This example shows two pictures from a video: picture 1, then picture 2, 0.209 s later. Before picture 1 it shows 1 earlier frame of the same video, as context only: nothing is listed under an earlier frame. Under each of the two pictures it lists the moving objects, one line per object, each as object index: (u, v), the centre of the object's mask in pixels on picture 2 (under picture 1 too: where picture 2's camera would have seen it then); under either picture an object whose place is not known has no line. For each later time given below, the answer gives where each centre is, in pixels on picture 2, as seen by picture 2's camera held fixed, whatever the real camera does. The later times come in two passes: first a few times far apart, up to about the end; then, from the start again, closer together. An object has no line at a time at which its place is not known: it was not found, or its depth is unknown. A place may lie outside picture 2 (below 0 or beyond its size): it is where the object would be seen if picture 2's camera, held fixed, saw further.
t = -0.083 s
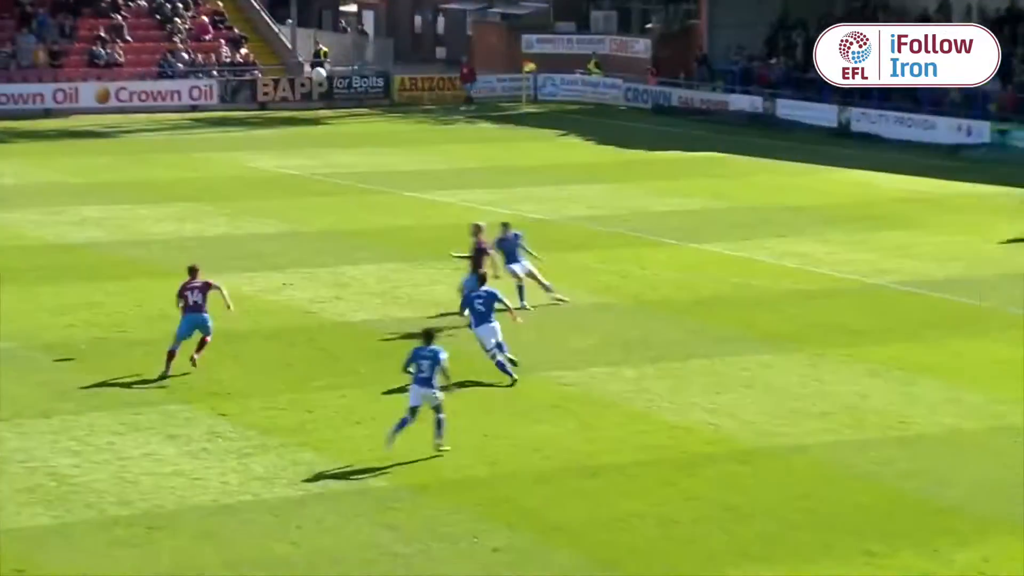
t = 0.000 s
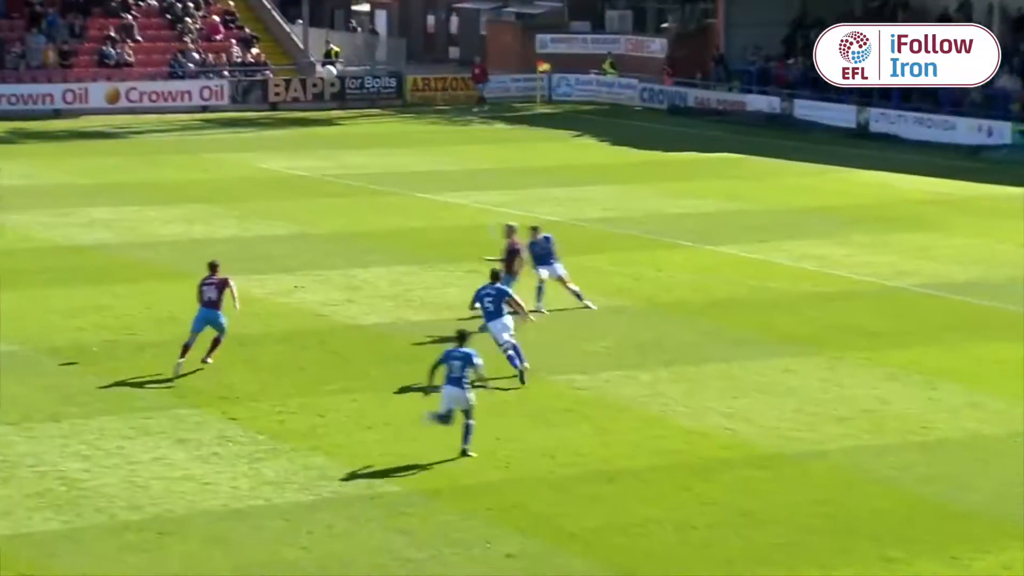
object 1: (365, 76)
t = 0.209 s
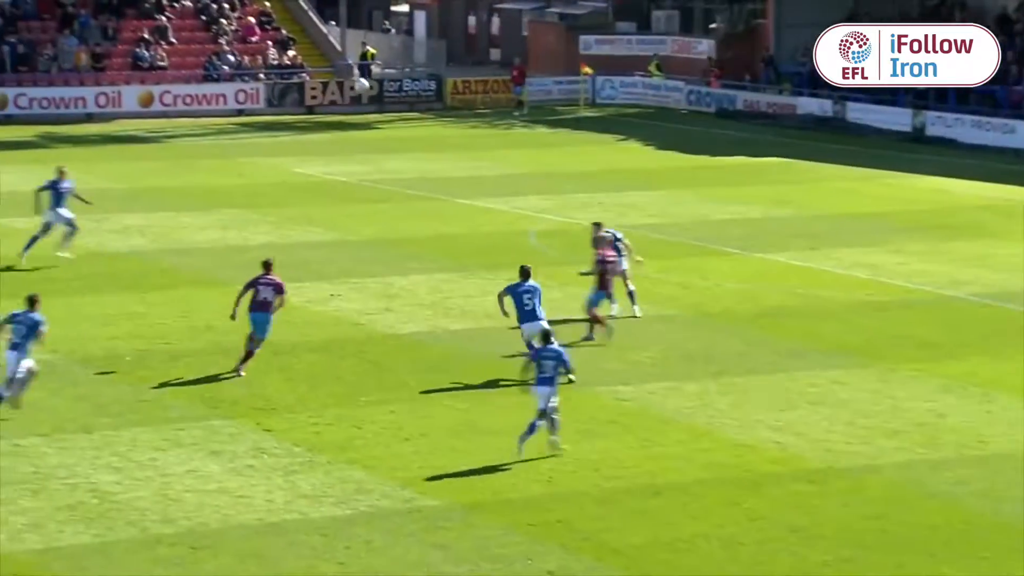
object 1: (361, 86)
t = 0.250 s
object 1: (360, 90)
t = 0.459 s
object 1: (354, 128)
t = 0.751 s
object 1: (347, 219)
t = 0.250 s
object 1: (360, 90)
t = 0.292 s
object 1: (359, 96)
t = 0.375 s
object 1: (356, 109)
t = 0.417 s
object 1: (357, 120)
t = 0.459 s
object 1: (354, 128)
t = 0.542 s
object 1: (355, 150)
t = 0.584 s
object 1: (353, 163)
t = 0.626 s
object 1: (351, 175)
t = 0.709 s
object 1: (350, 204)
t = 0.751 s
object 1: (347, 219)
